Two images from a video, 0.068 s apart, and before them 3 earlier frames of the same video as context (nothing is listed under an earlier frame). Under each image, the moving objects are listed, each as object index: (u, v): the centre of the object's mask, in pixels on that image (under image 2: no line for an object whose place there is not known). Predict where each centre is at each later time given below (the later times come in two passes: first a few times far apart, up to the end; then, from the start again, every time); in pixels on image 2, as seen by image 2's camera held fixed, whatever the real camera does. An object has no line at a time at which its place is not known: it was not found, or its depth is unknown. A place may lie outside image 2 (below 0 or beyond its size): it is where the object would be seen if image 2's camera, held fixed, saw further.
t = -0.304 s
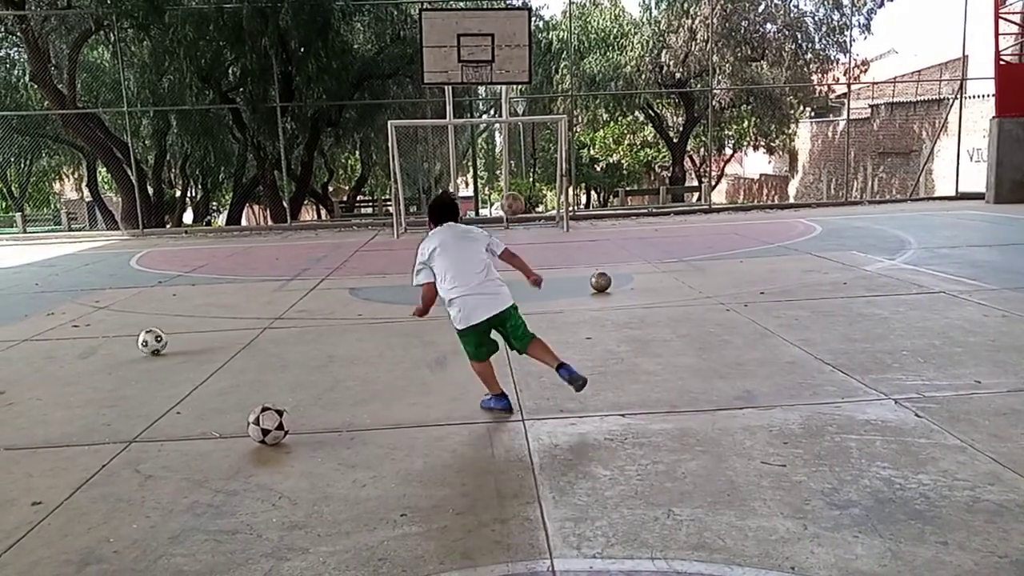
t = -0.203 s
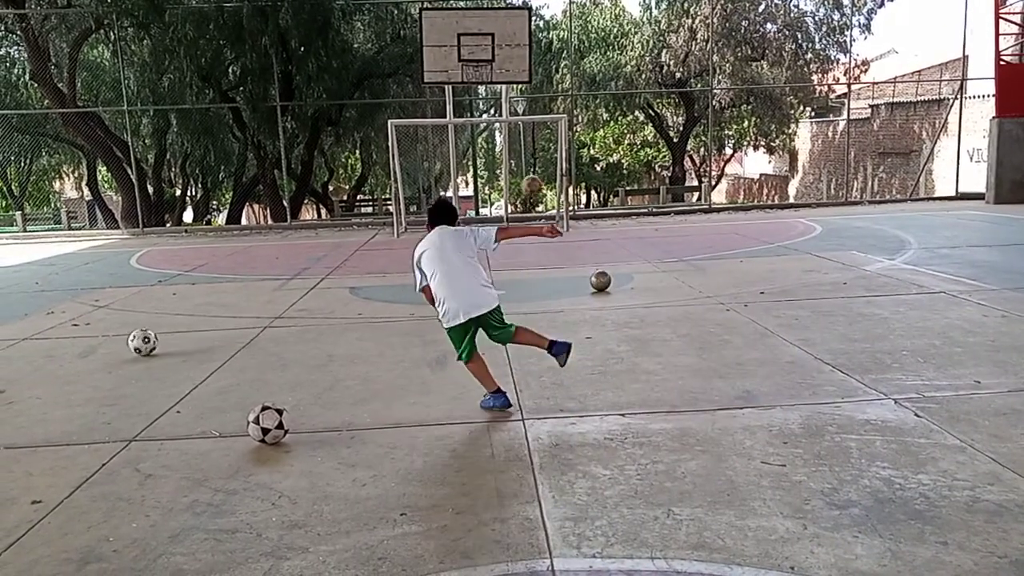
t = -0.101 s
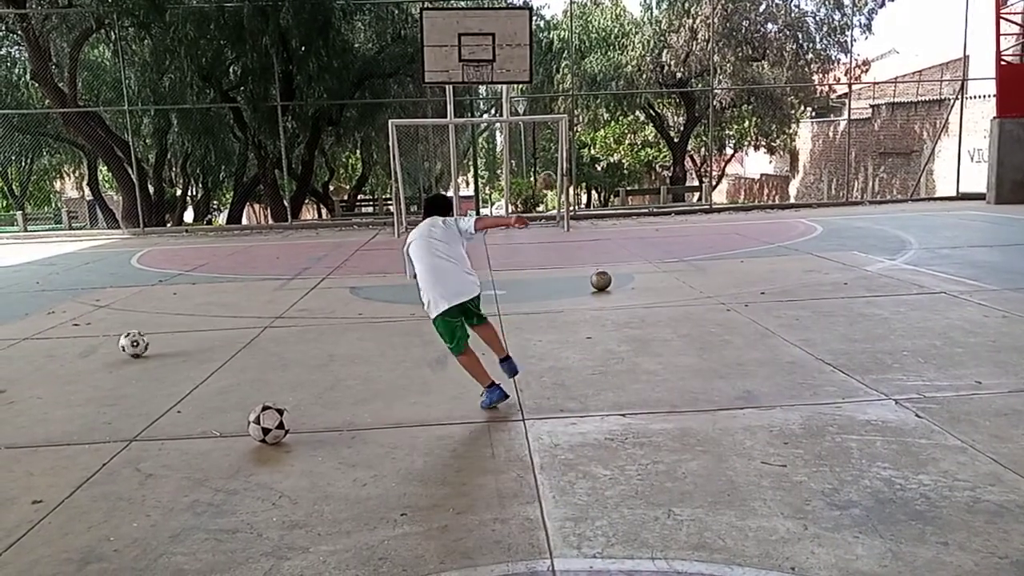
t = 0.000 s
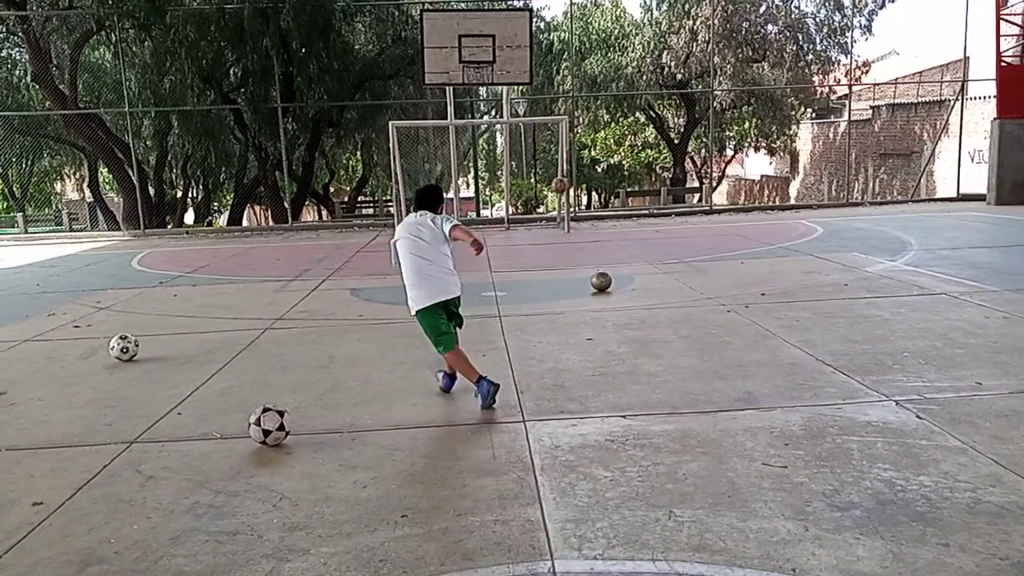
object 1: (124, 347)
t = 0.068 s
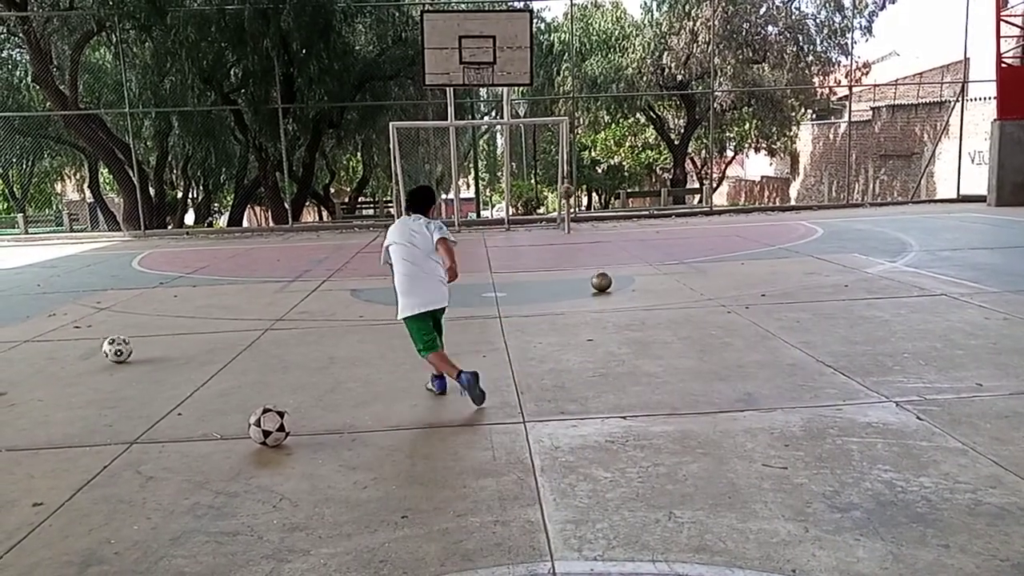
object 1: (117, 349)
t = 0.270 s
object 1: (97, 351)
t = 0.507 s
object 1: (75, 354)
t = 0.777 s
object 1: (52, 356)
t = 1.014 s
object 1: (31, 358)
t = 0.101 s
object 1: (114, 349)
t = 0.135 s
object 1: (110, 350)
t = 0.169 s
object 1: (107, 350)
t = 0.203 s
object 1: (104, 351)
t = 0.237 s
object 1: (100, 351)
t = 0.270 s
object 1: (97, 351)
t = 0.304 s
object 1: (93, 352)
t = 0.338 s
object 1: (91, 352)
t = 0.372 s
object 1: (88, 353)
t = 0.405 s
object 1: (84, 353)
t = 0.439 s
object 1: (81, 353)
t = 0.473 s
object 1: (78, 354)
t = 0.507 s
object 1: (75, 354)
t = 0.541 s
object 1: (72, 354)
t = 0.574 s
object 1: (69, 355)
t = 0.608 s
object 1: (66, 355)
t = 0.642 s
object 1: (63, 356)
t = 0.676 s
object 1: (60, 356)
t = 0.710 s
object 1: (58, 356)
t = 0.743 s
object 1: (54, 356)
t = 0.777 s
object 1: (52, 356)
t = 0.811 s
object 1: (49, 357)
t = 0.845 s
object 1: (46, 357)
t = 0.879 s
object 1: (43, 358)
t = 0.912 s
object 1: (40, 358)
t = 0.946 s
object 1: (37, 358)
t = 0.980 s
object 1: (34, 358)
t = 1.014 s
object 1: (31, 358)
